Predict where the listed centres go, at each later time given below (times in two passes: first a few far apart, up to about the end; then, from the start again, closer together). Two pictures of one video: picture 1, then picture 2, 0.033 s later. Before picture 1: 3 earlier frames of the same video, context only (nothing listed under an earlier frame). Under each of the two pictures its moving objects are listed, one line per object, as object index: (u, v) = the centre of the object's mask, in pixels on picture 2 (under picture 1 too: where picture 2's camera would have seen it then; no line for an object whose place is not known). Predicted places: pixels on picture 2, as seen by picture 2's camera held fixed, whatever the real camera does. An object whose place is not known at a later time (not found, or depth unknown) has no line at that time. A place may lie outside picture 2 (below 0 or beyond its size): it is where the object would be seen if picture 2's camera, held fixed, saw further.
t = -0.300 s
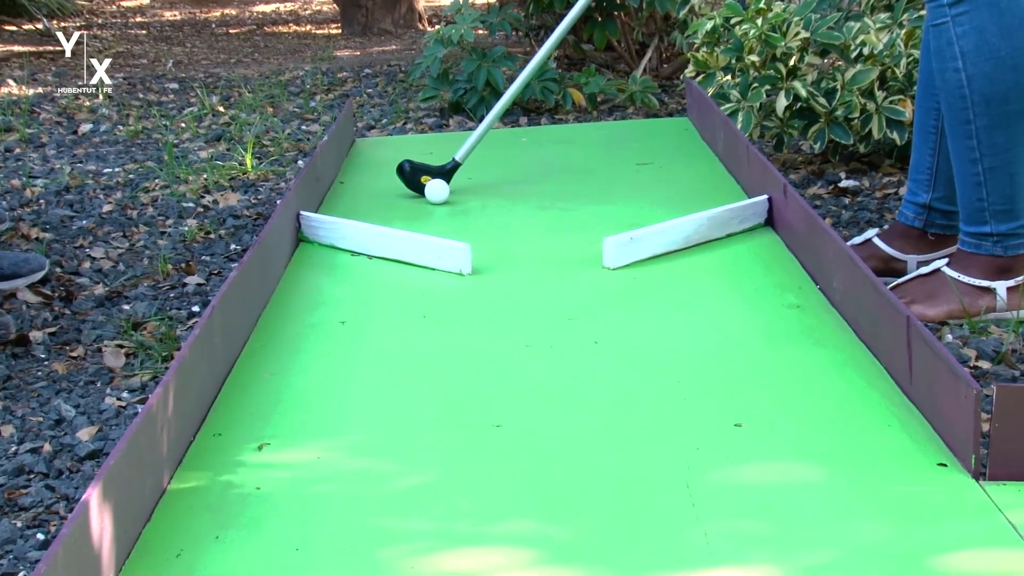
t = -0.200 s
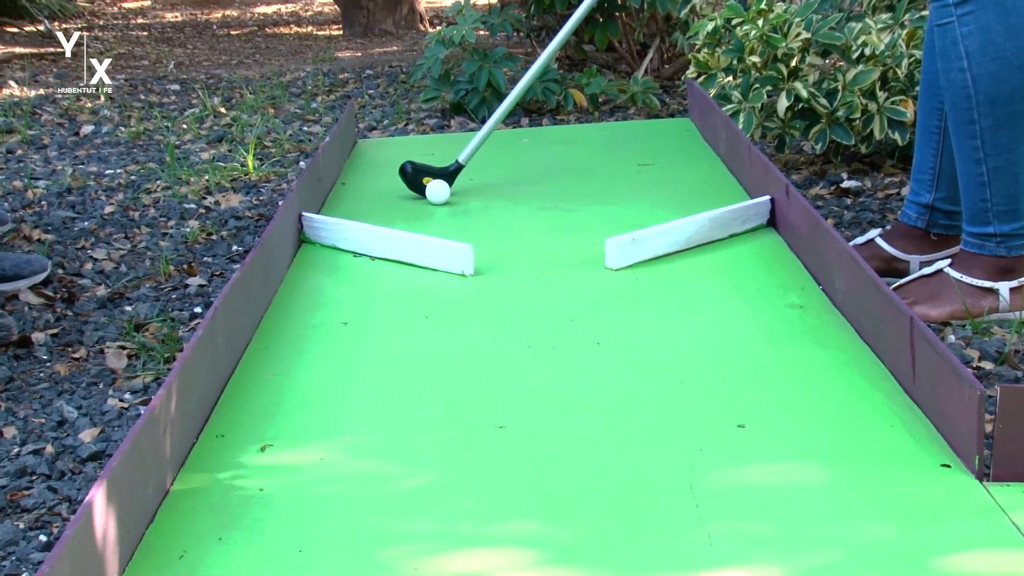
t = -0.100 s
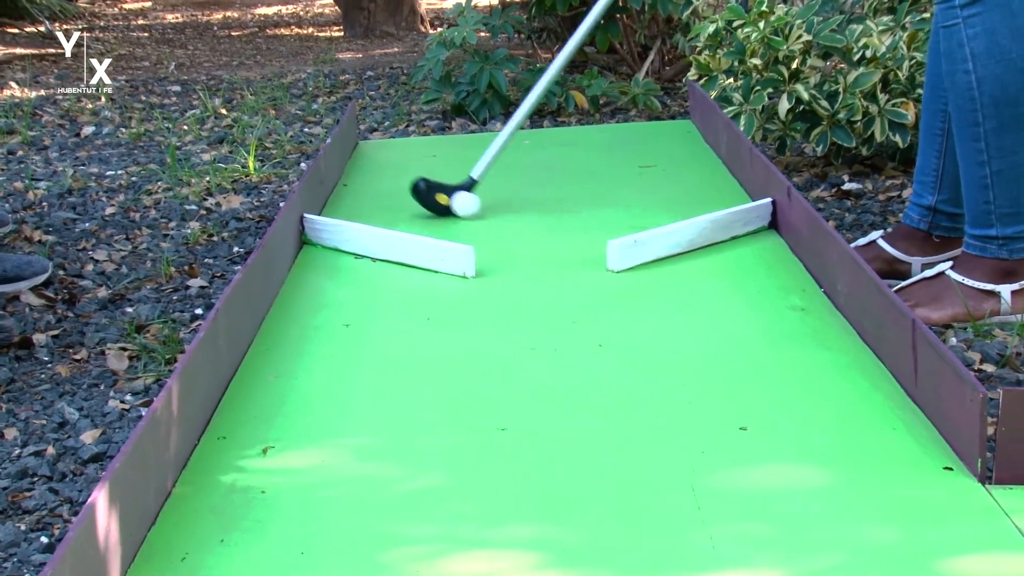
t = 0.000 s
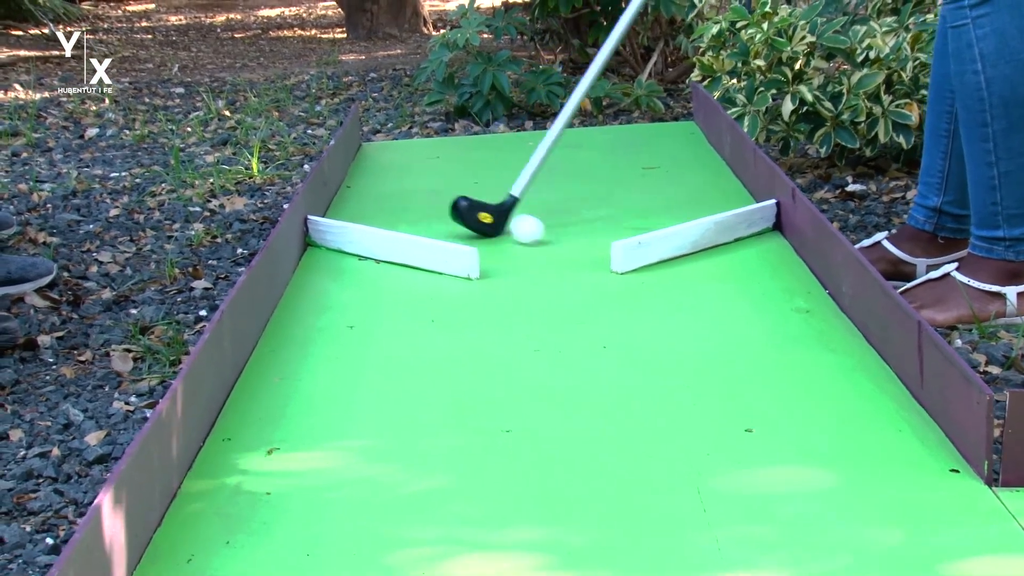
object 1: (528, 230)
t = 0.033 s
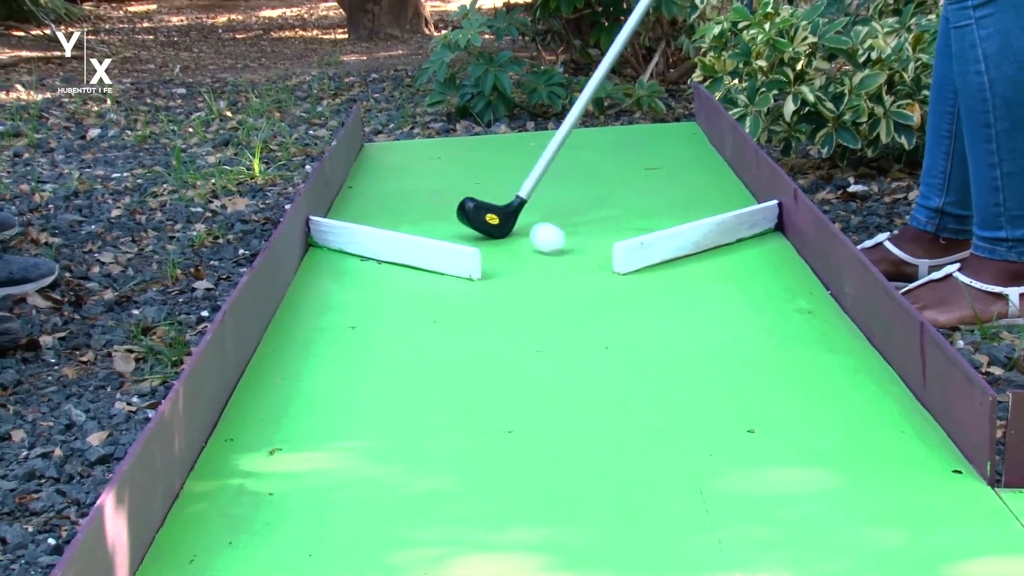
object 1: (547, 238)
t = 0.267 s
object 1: (668, 294)
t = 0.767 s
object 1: (920, 454)
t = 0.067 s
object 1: (566, 246)
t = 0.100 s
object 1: (583, 254)
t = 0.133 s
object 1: (600, 263)
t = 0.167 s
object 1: (617, 271)
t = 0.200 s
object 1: (635, 279)
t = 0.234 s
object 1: (651, 286)
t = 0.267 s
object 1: (668, 294)
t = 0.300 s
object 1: (686, 303)
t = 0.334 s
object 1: (704, 311)
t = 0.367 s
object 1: (722, 320)
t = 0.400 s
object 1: (742, 329)
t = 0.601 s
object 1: (879, 394)
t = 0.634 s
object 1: (907, 406)
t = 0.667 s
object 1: (922, 418)
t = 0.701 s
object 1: (917, 429)
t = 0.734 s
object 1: (916, 442)
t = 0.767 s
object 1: (920, 454)
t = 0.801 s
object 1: (924, 467)
